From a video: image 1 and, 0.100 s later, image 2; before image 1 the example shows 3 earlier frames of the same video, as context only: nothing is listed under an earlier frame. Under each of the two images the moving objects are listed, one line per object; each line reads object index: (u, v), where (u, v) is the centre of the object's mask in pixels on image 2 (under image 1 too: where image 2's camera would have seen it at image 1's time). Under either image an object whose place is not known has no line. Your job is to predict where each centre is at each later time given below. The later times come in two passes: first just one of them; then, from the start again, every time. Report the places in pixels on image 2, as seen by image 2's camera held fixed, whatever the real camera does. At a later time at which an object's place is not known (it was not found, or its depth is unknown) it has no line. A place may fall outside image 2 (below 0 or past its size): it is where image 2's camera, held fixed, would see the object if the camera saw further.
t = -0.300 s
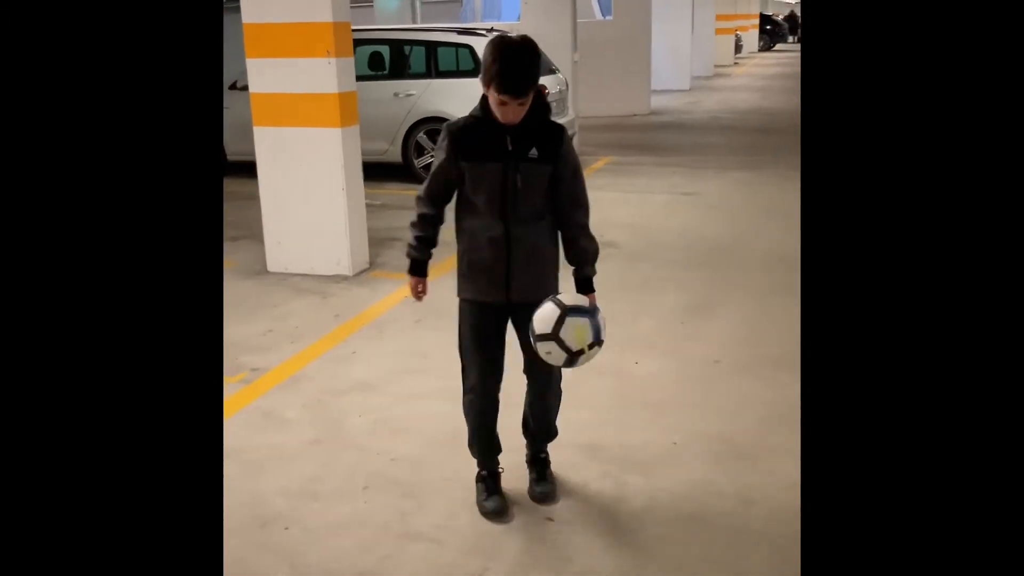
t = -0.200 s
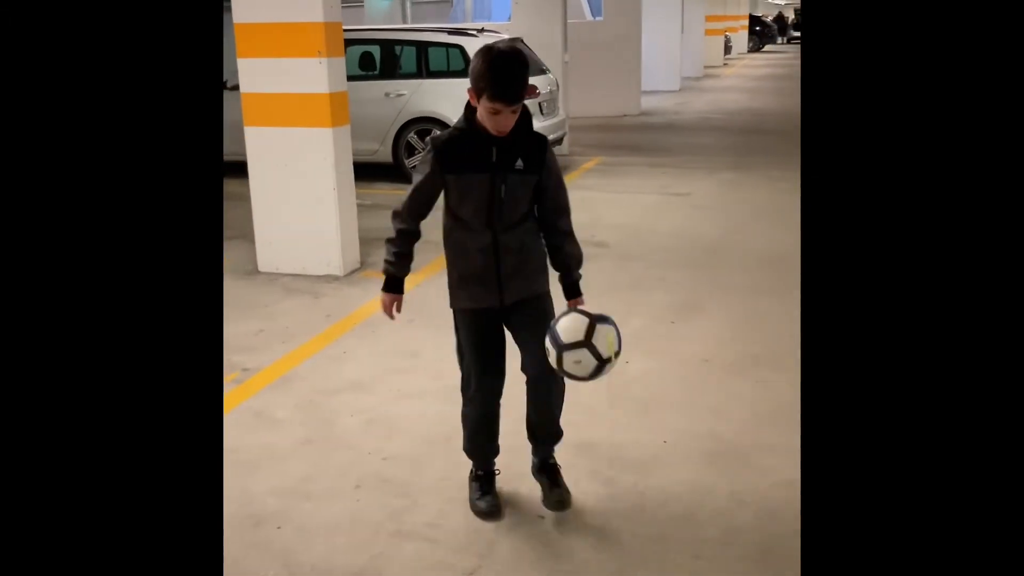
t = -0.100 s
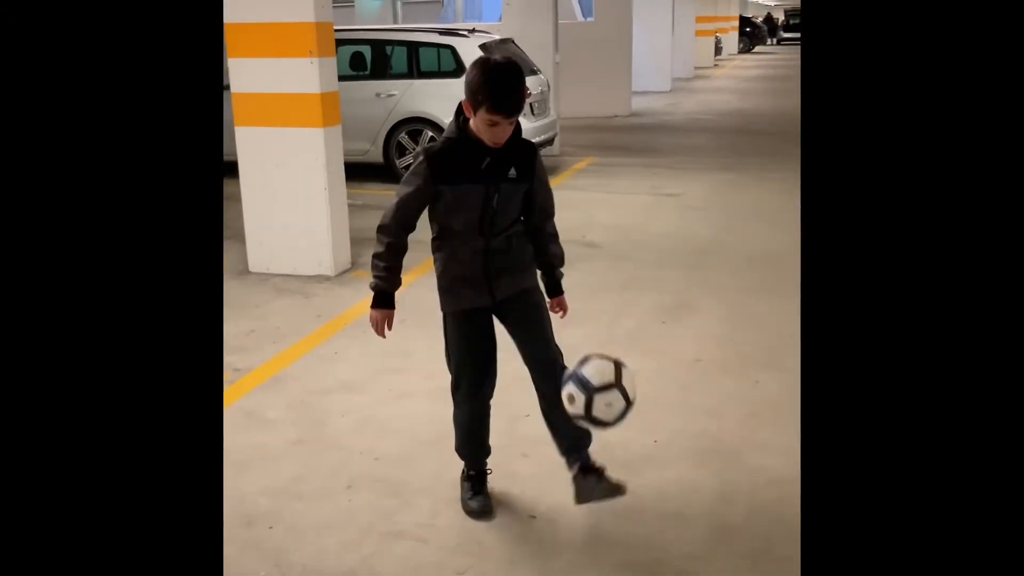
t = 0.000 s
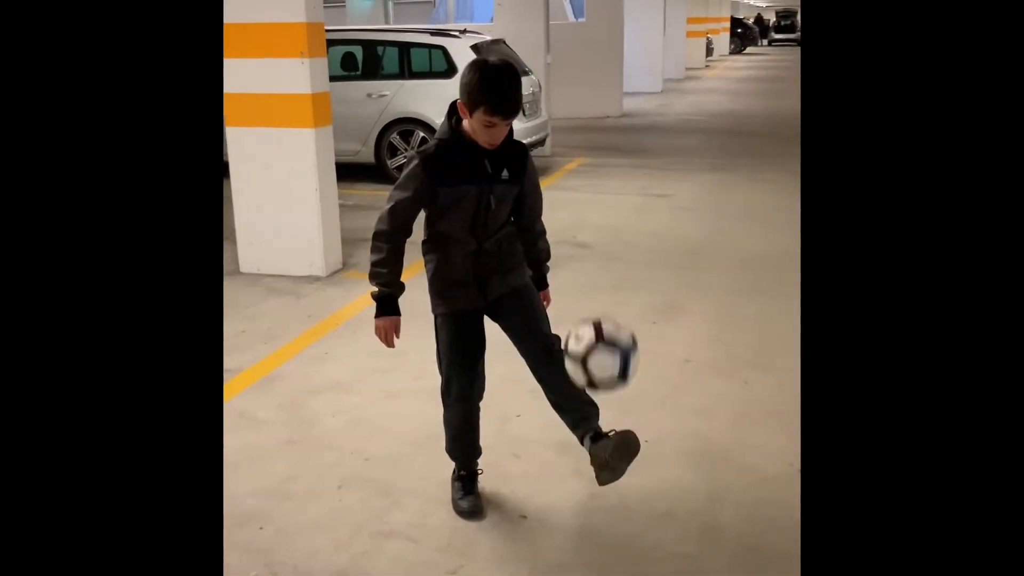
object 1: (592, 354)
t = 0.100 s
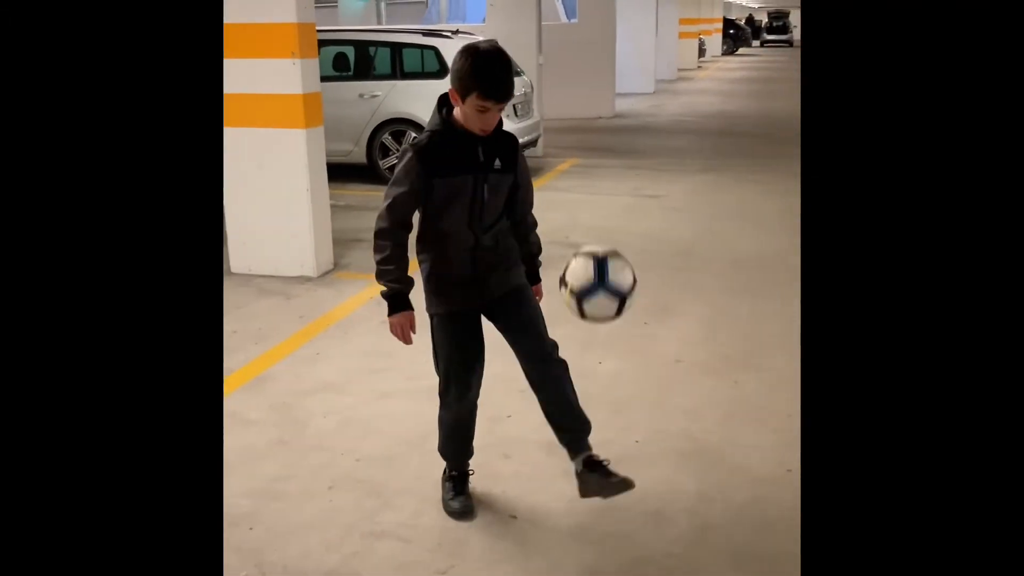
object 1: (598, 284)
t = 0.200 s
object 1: (602, 247)
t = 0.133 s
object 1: (598, 269)
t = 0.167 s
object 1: (601, 255)
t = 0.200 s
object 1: (602, 247)
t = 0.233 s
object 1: (604, 242)
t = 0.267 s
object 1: (605, 242)
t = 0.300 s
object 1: (604, 245)
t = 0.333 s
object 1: (606, 252)
